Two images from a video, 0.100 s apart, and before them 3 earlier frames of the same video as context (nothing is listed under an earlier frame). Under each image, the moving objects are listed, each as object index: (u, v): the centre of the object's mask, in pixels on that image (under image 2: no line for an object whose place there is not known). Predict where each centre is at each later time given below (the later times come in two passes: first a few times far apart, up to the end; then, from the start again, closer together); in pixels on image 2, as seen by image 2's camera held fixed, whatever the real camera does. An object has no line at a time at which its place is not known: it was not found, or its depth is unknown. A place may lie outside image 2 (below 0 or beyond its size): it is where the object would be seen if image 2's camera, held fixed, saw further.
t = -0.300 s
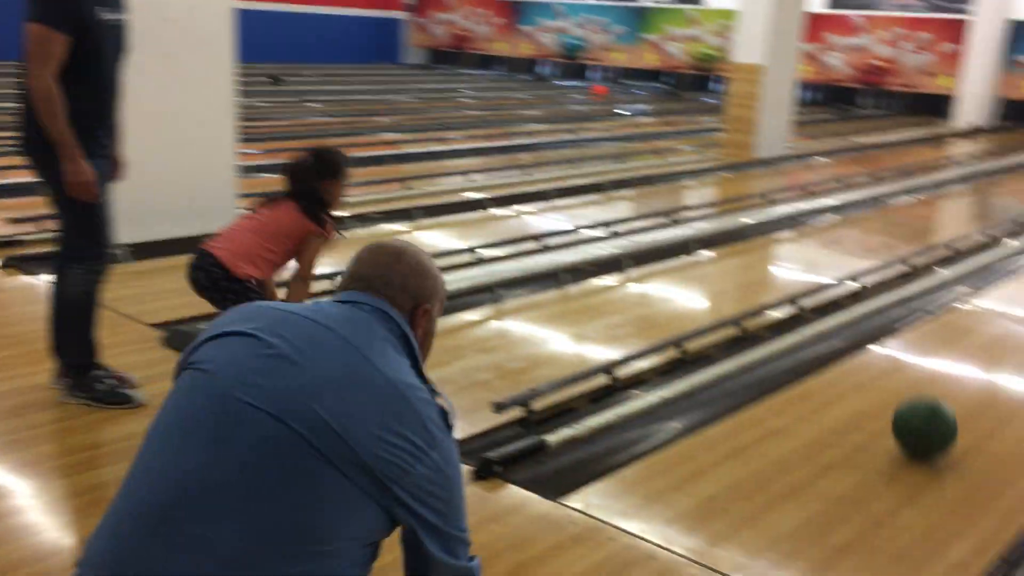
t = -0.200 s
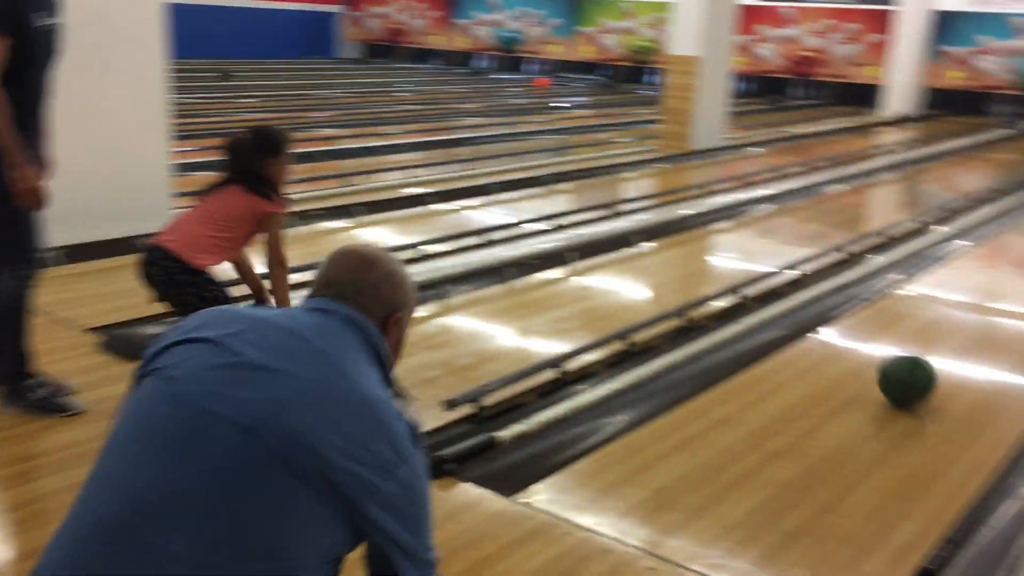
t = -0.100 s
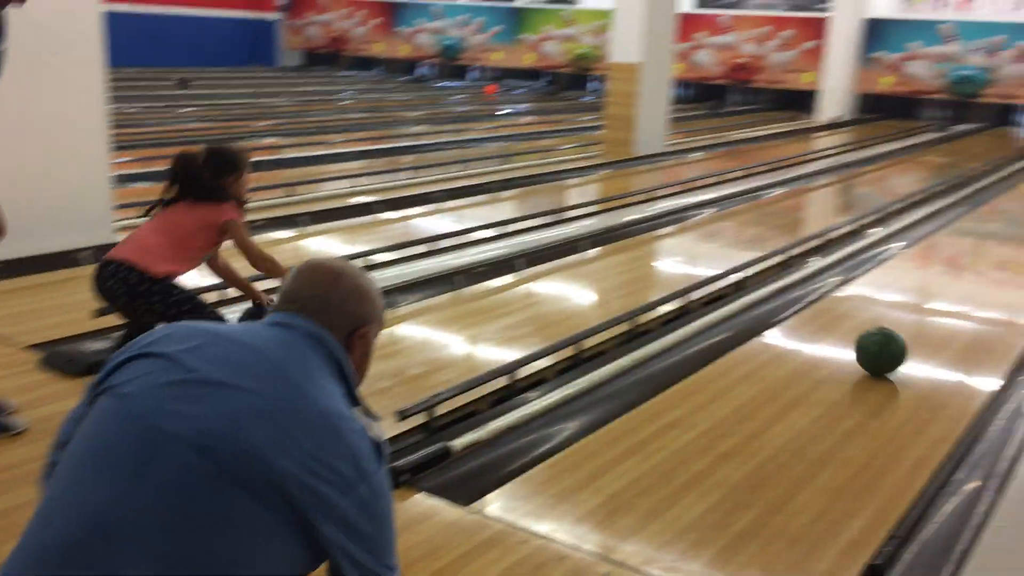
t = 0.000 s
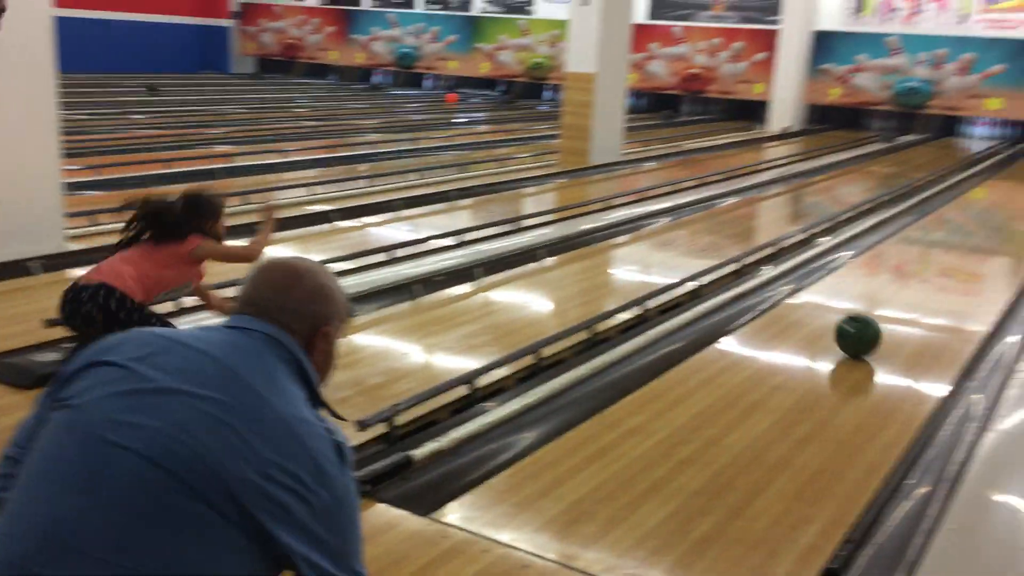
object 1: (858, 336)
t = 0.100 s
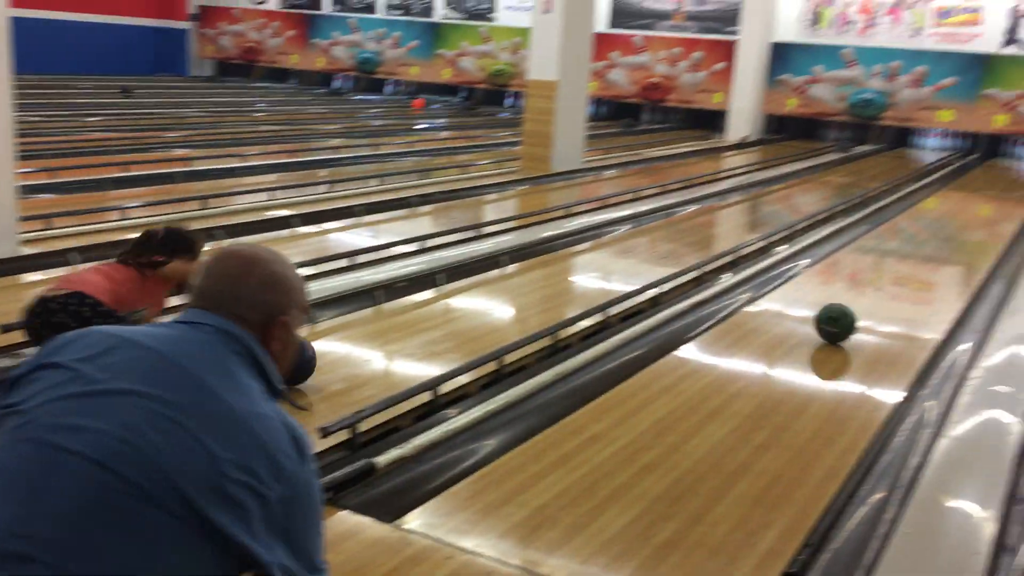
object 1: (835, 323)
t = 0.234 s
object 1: (858, 302)
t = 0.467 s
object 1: (889, 272)
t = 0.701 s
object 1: (913, 250)
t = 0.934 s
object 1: (931, 232)
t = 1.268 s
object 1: (950, 214)
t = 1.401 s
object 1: (956, 208)
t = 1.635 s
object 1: (965, 199)
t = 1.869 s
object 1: (972, 191)
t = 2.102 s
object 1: (977, 185)
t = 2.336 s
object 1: (982, 179)
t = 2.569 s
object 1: (986, 174)
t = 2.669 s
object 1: (987, 172)
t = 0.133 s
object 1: (841, 318)
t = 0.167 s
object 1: (847, 312)
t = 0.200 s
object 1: (853, 307)
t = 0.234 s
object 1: (858, 302)
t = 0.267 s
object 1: (863, 297)
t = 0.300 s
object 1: (868, 293)
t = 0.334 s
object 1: (872, 288)
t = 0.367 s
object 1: (877, 284)
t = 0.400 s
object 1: (881, 280)
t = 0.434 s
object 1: (885, 276)
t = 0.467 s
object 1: (889, 272)
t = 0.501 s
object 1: (893, 269)
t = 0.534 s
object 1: (897, 265)
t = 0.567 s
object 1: (900, 262)
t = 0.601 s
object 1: (903, 259)
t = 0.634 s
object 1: (907, 255)
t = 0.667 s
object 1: (910, 252)
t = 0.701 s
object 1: (913, 250)
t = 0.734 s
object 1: (916, 247)
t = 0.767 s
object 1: (918, 245)
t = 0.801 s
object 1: (921, 242)
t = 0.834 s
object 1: (923, 239)
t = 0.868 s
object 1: (926, 237)
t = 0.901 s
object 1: (928, 235)
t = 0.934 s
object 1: (931, 232)
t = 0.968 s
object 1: (933, 231)
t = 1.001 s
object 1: (935, 229)
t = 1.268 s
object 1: (950, 214)
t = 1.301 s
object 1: (952, 212)
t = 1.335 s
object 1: (953, 210)
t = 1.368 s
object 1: (954, 209)
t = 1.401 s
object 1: (956, 208)
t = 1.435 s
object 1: (957, 207)
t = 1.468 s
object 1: (959, 205)
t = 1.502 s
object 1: (960, 204)
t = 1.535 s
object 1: (961, 202)
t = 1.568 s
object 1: (962, 201)
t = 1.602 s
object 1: (964, 200)
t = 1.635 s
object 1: (965, 199)
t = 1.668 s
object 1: (966, 197)
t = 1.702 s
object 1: (967, 196)
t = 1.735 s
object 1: (968, 195)
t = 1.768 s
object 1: (969, 194)
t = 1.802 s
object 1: (970, 193)
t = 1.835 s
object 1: (971, 192)
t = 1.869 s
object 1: (972, 191)
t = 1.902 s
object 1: (973, 190)
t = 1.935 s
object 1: (973, 189)
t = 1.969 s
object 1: (975, 188)
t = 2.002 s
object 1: (975, 187)
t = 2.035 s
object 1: (976, 186)
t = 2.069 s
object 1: (977, 185)
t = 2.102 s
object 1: (977, 185)
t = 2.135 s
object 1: (978, 184)
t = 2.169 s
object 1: (979, 183)
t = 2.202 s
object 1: (979, 182)
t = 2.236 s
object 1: (980, 181)
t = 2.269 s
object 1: (981, 181)
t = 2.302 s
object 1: (982, 180)
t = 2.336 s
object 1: (982, 179)
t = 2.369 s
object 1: (982, 178)
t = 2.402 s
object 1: (983, 178)
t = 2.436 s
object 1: (984, 177)
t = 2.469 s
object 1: (985, 176)
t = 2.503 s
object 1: (985, 175)
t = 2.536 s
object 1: (985, 175)
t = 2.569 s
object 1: (986, 174)
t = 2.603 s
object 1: (986, 173)
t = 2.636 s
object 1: (987, 173)
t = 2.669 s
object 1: (987, 172)
